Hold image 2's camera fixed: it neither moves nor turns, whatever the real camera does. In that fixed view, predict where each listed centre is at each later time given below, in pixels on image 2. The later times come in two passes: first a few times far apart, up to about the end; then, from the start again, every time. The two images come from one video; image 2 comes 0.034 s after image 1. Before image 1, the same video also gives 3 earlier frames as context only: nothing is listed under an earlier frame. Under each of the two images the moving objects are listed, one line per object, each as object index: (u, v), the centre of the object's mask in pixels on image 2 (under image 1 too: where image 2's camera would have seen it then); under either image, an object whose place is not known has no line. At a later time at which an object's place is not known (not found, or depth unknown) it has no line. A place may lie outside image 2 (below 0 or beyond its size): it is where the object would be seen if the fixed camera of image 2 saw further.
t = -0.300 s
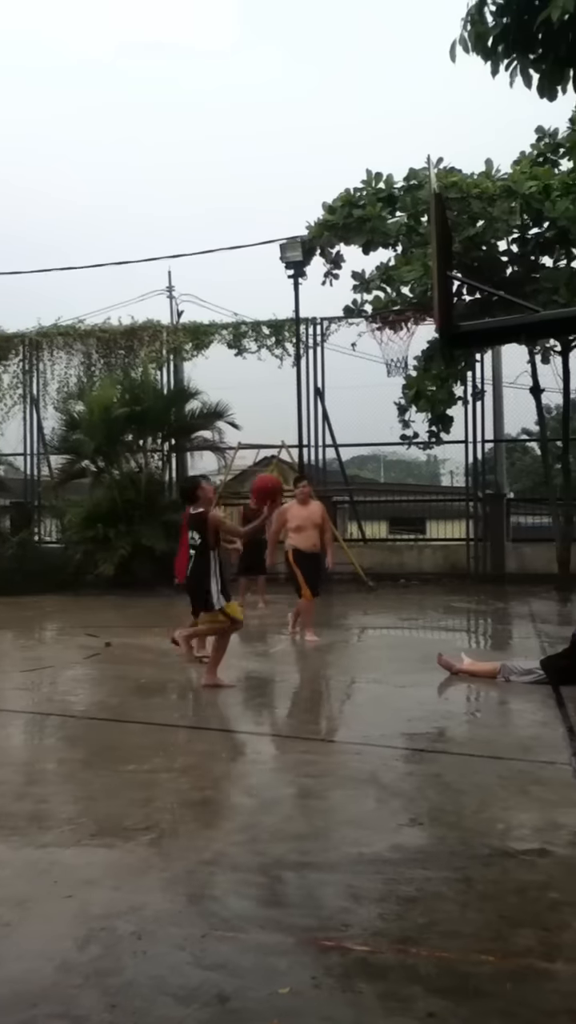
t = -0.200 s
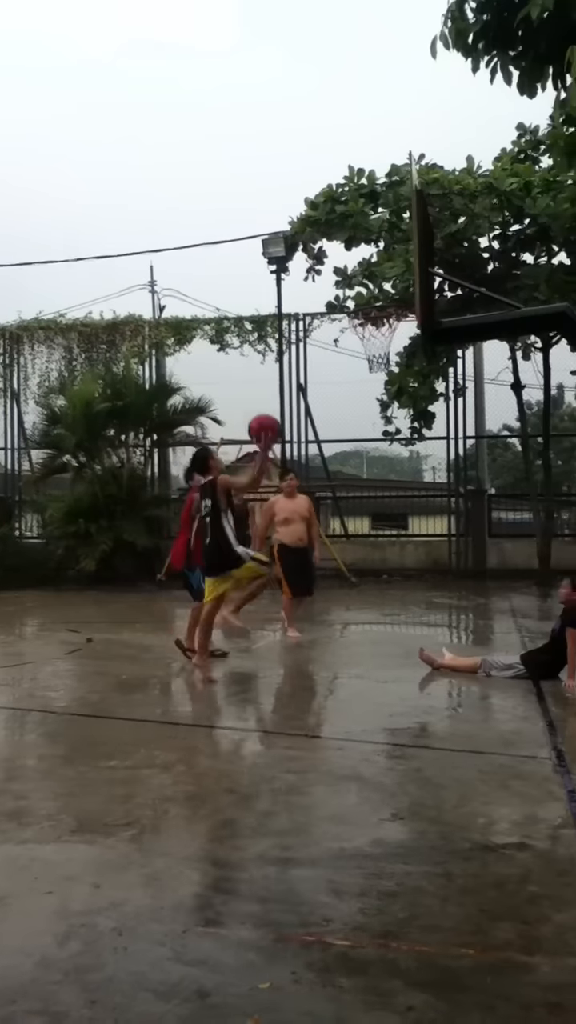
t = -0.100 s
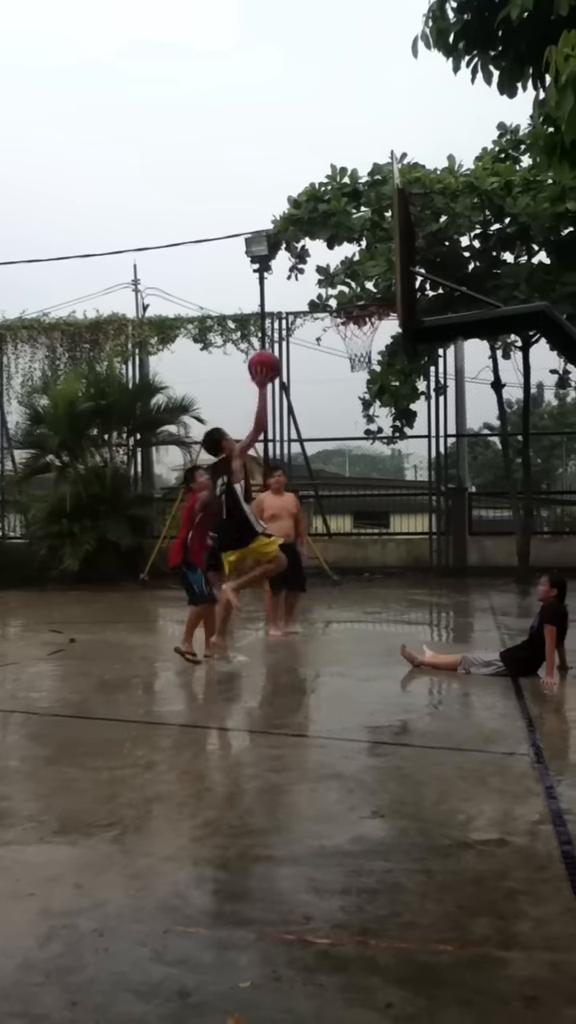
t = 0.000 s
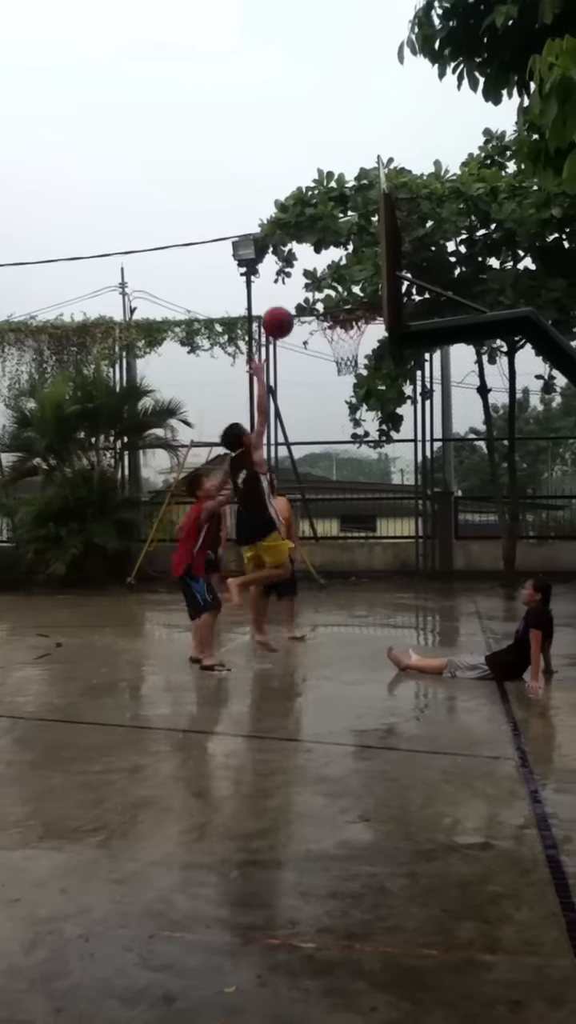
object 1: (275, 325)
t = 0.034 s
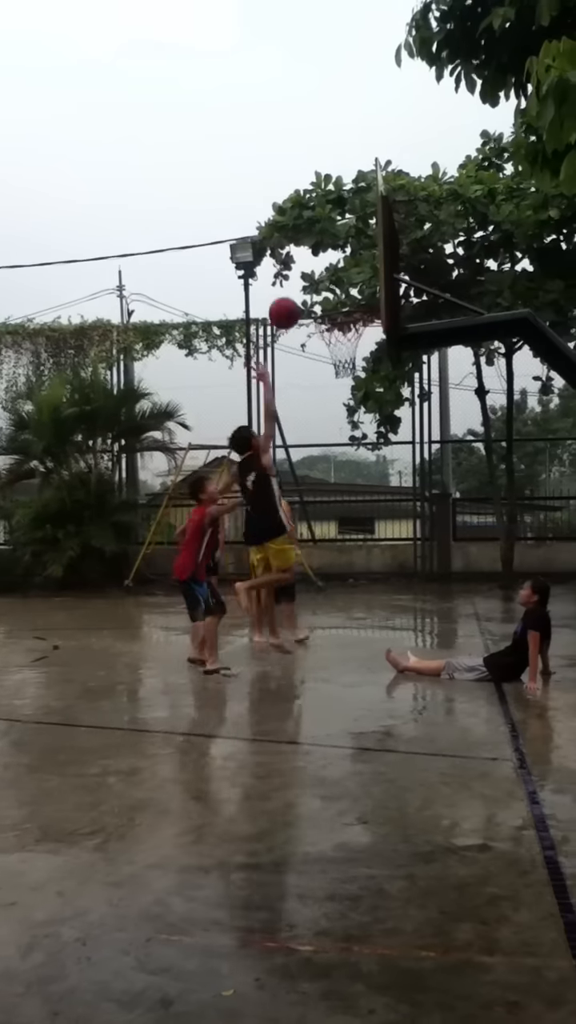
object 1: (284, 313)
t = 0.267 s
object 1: (340, 273)
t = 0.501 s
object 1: (359, 294)
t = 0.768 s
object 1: (326, 297)
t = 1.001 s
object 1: (330, 299)
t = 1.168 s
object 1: (336, 345)
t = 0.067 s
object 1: (292, 303)
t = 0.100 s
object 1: (300, 294)
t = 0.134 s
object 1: (309, 286)
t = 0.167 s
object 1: (316, 281)
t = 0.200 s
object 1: (324, 277)
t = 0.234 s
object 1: (332, 274)
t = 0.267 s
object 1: (340, 273)
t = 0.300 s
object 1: (347, 273)
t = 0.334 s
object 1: (355, 273)
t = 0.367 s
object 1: (363, 275)
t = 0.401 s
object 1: (368, 278)
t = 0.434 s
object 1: (367, 283)
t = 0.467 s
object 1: (363, 289)
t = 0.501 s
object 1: (359, 294)
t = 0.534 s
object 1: (353, 302)
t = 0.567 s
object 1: (348, 307)
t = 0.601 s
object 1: (337, 310)
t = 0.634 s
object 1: (330, 312)
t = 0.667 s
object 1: (326, 312)
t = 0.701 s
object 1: (325, 305)
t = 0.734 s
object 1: (325, 301)
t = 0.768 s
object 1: (326, 297)
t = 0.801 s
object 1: (327, 293)
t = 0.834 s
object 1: (327, 292)
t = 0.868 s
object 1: (328, 291)
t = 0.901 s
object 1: (329, 291)
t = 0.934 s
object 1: (329, 292)
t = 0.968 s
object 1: (330, 294)
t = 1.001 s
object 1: (330, 299)
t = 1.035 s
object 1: (332, 306)
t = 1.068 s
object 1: (333, 314)
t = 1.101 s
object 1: (333, 322)
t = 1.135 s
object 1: (335, 333)
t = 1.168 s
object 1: (336, 345)
